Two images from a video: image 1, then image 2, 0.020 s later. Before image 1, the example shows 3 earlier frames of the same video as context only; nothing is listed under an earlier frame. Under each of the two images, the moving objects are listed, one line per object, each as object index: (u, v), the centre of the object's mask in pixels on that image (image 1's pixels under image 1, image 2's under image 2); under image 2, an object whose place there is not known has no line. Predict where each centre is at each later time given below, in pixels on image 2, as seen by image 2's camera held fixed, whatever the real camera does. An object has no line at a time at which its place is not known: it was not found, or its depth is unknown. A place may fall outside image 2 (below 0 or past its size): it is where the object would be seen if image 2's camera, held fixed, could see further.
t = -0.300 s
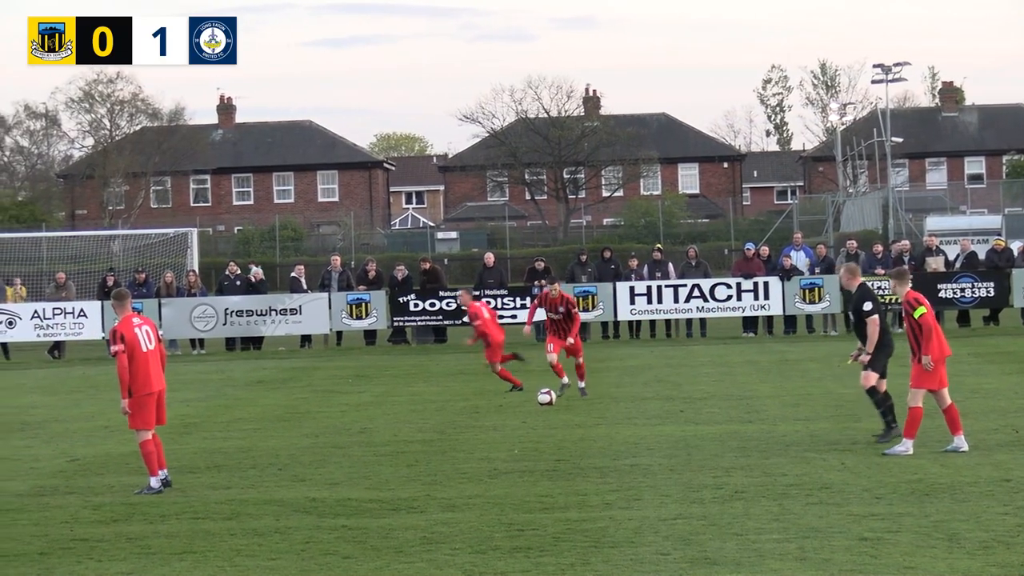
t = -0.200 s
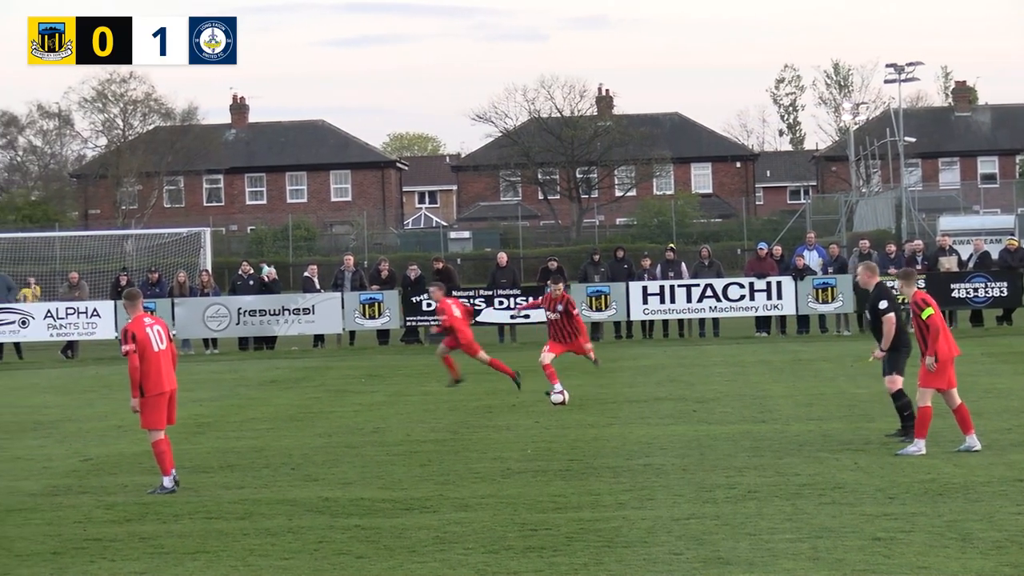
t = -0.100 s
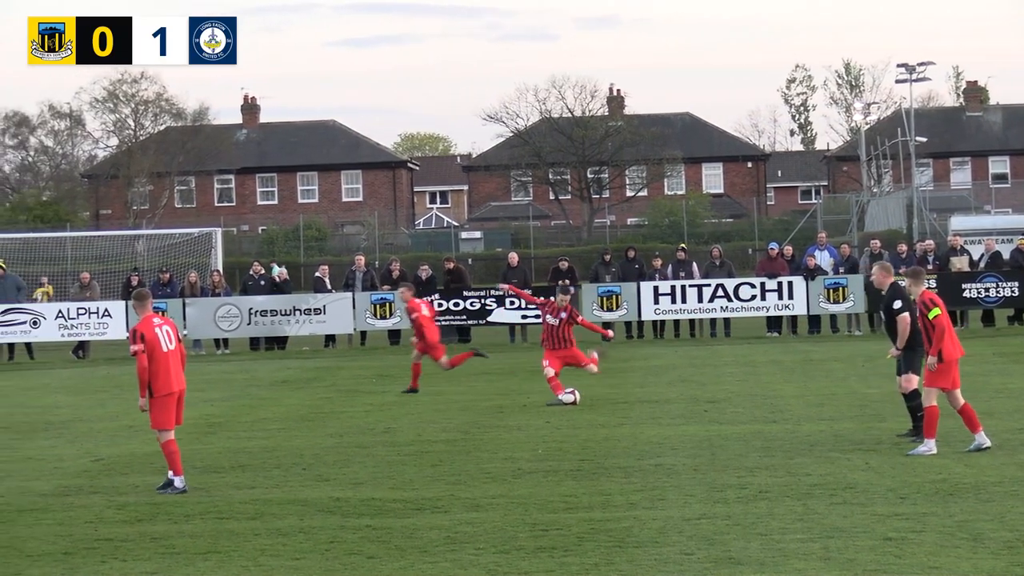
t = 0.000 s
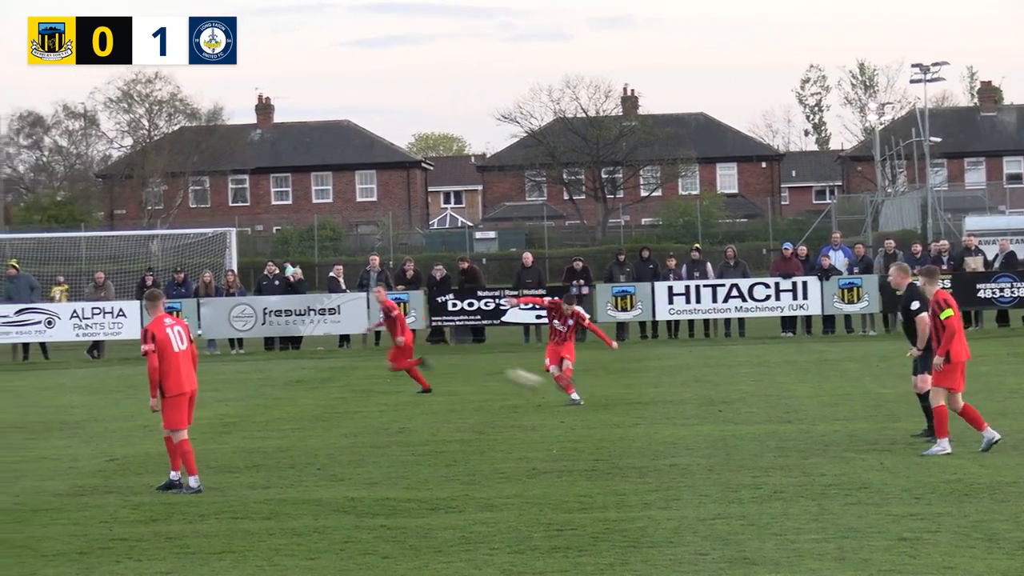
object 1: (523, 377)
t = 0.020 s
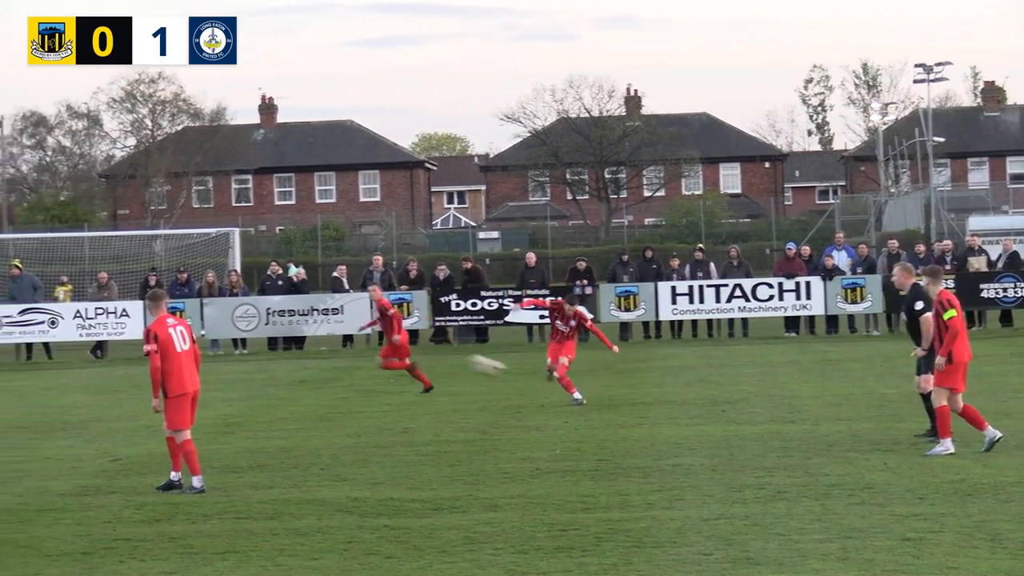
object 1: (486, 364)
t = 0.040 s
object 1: (444, 351)
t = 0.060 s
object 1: (404, 340)
